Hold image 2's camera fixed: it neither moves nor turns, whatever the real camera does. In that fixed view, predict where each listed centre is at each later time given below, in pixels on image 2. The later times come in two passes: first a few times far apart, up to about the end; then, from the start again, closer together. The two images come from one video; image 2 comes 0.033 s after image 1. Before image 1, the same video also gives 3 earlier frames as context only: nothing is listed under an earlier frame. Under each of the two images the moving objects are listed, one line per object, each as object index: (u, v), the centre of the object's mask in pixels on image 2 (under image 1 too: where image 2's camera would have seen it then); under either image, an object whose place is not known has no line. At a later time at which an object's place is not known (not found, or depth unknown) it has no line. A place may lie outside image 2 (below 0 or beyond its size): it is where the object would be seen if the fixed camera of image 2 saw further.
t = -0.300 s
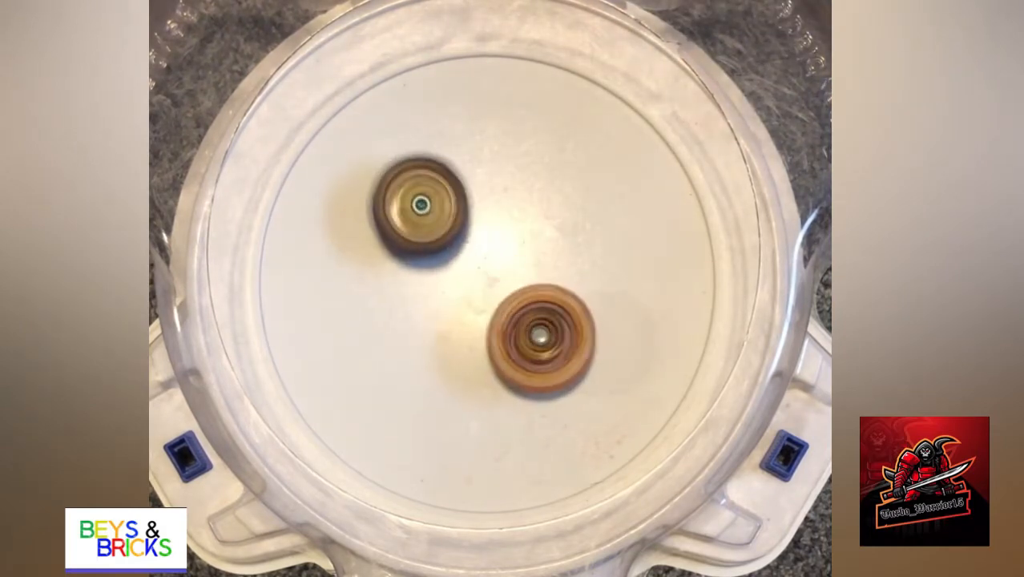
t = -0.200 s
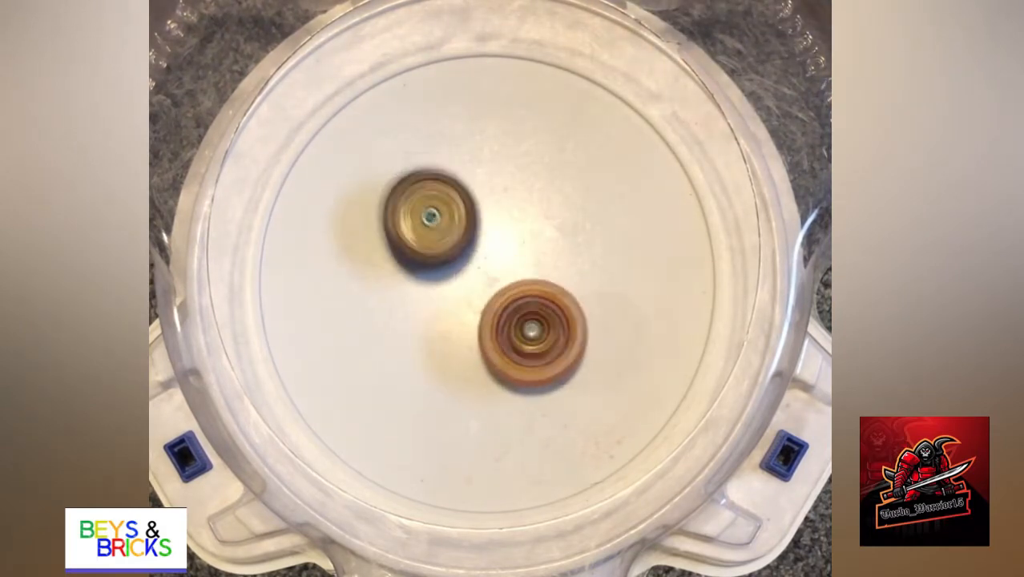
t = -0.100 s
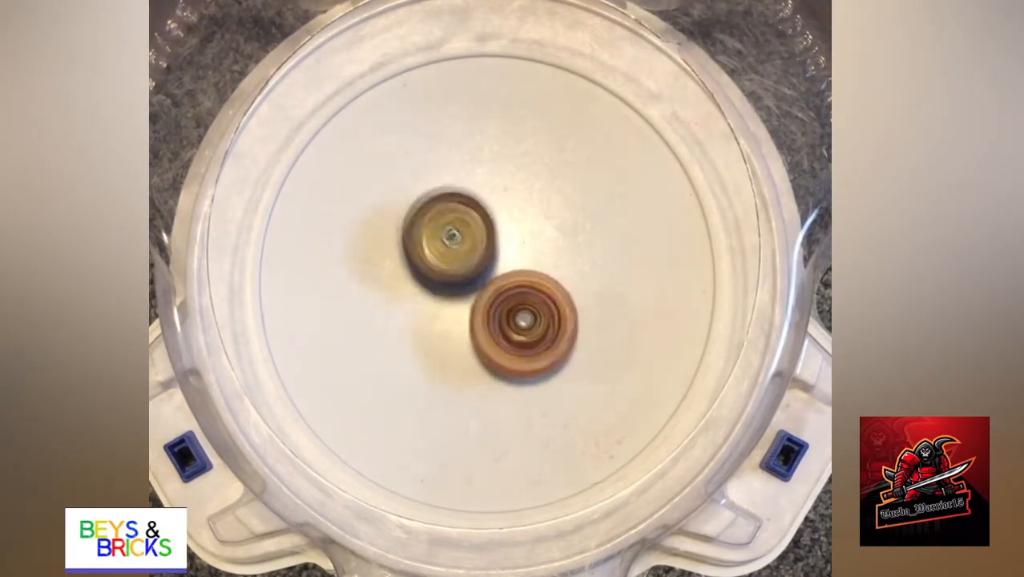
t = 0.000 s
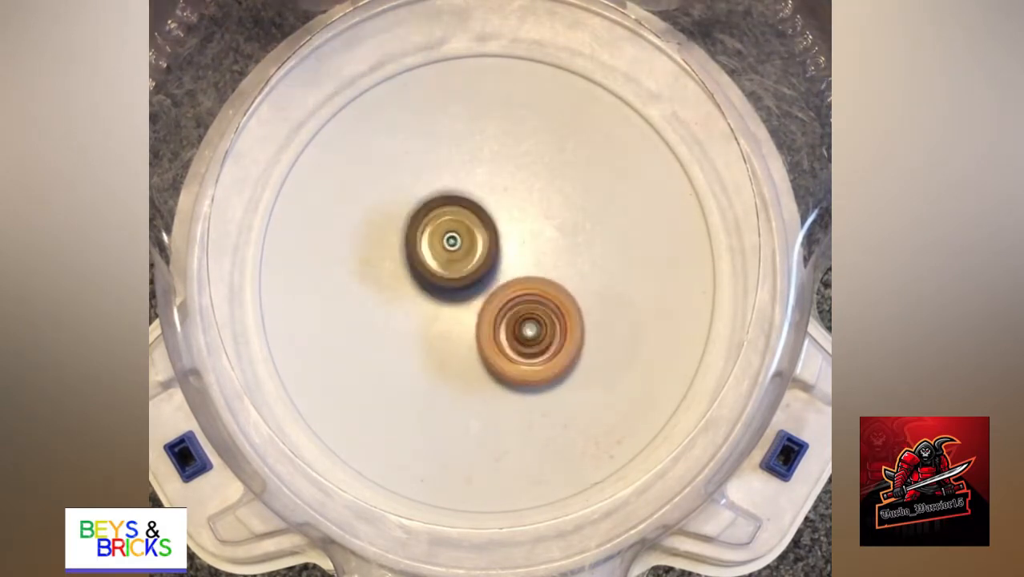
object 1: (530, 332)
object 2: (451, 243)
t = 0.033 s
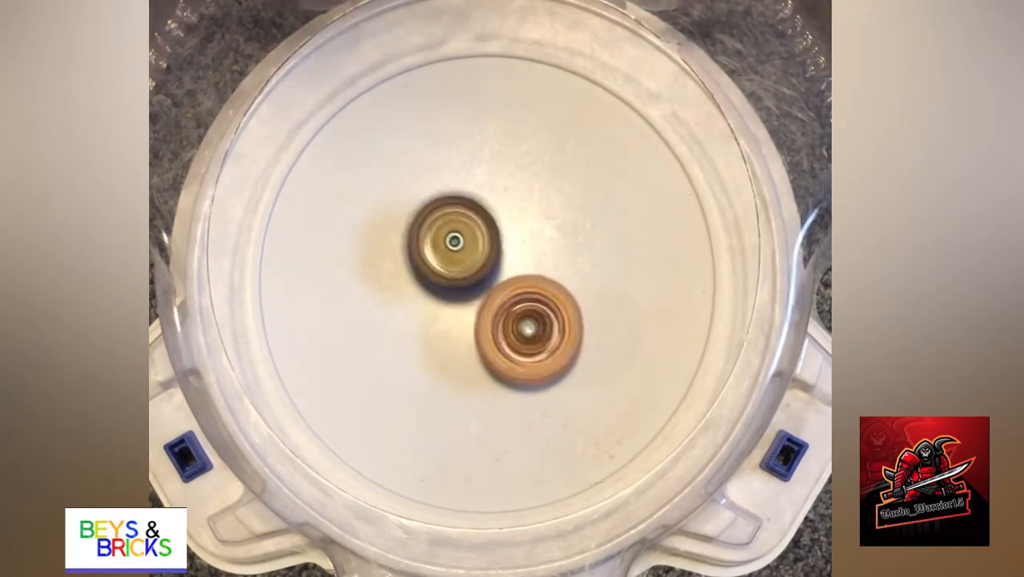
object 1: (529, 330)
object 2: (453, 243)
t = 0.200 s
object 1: (531, 324)
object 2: (458, 240)
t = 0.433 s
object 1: (532, 322)
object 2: (457, 228)
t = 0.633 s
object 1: (525, 317)
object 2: (458, 224)
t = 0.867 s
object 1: (524, 334)
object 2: (448, 200)
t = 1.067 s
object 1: (511, 325)
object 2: (455, 220)
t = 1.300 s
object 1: (514, 337)
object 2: (454, 213)
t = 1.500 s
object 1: (512, 325)
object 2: (465, 223)
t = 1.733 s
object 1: (514, 338)
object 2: (464, 215)
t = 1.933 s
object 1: (510, 334)
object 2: (473, 224)
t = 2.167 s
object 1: (511, 346)
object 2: (468, 207)
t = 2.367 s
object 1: (511, 332)
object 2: (477, 225)
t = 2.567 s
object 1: (510, 355)
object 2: (473, 197)
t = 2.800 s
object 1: (506, 347)
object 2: (479, 208)
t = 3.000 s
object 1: (506, 371)
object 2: (472, 211)
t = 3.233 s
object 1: (513, 356)
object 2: (481, 218)
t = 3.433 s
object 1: (523, 348)
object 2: (488, 236)
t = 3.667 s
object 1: (526, 360)
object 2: (469, 219)
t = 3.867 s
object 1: (523, 347)
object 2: (469, 226)
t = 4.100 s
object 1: (527, 333)
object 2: (470, 234)
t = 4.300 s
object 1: (532, 337)
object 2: (466, 238)
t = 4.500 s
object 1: (539, 323)
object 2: (460, 243)
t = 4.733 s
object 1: (550, 330)
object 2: (451, 232)
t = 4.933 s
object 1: (534, 322)
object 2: (457, 229)
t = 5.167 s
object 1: (535, 314)
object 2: (458, 243)
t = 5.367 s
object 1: (535, 312)
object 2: (447, 239)
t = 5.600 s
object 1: (535, 309)
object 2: (436, 244)
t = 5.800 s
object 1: (536, 300)
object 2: (433, 287)
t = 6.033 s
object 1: (523, 286)
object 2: (461, 338)
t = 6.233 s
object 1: (523, 286)
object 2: (507, 367)
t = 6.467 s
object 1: (523, 286)
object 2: (511, 368)
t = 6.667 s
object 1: (523, 286)
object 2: (505, 366)
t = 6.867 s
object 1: (523, 285)
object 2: (505, 366)
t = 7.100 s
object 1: (523, 285)
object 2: (506, 366)
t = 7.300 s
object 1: (523, 286)
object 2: (506, 366)
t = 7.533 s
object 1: (523, 286)
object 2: (505, 366)
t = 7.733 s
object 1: (523, 285)
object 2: (506, 366)
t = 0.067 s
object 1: (529, 327)
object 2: (454, 243)
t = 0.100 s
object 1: (529, 329)
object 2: (453, 242)
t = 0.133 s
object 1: (530, 327)
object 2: (454, 241)
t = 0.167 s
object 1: (531, 325)
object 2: (457, 241)
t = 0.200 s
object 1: (531, 324)
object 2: (458, 240)
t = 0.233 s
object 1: (533, 325)
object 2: (455, 237)
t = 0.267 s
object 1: (535, 326)
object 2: (454, 234)
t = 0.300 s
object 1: (536, 328)
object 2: (454, 231)
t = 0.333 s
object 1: (535, 327)
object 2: (454, 230)
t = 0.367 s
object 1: (534, 326)
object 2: (455, 230)
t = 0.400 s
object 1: (533, 323)
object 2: (456, 229)
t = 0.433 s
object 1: (532, 322)
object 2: (457, 228)
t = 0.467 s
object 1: (531, 319)
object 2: (457, 228)
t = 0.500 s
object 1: (528, 317)
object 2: (458, 229)
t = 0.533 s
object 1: (529, 317)
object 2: (456, 227)
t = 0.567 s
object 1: (528, 319)
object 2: (454, 226)
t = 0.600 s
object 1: (526, 319)
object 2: (456, 225)
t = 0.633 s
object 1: (525, 317)
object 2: (458, 224)
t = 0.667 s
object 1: (523, 316)
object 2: (459, 223)
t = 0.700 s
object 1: (526, 322)
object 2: (453, 215)
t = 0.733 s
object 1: (528, 328)
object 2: (449, 207)
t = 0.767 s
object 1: (528, 332)
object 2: (446, 202)
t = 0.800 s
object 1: (526, 333)
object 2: (447, 200)
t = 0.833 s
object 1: (526, 333)
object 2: (447, 200)
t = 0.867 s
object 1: (524, 334)
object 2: (448, 200)
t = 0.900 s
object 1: (523, 335)
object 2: (448, 202)
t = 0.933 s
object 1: (520, 334)
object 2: (449, 204)
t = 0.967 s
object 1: (518, 333)
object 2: (451, 208)
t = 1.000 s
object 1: (516, 331)
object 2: (452, 211)
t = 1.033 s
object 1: (513, 329)
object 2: (453, 216)
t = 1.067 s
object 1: (511, 325)
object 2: (455, 220)
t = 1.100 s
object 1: (510, 325)
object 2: (458, 225)
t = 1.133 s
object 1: (512, 332)
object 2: (454, 220)
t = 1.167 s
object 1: (513, 339)
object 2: (450, 215)
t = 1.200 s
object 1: (514, 340)
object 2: (450, 215)
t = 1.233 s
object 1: (513, 340)
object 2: (452, 214)
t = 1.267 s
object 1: (514, 337)
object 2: (453, 214)
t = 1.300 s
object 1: (514, 337)
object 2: (454, 213)
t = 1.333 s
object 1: (514, 335)
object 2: (455, 214)
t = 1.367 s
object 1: (513, 333)
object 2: (457, 215)
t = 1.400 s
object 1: (513, 330)
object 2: (459, 217)
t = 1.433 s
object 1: (512, 329)
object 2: (462, 220)
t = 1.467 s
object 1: (512, 326)
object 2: (464, 223)
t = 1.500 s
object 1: (512, 325)
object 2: (465, 223)
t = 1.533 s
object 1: (511, 327)
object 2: (465, 223)
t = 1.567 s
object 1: (511, 328)
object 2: (464, 223)
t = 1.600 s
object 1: (512, 333)
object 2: (462, 218)
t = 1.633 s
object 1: (511, 335)
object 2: (463, 217)
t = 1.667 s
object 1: (512, 336)
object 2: (465, 214)
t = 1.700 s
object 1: (512, 336)
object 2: (464, 214)
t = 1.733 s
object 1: (514, 338)
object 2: (464, 215)
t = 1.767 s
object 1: (513, 338)
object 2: (466, 217)
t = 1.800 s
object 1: (513, 338)
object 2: (469, 217)
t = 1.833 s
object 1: (512, 338)
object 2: (470, 217)
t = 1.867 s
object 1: (512, 337)
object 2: (470, 217)
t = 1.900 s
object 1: (510, 335)
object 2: (471, 221)
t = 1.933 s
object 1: (510, 334)
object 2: (473, 224)
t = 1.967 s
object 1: (509, 334)
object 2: (473, 225)
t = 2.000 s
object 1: (510, 344)
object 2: (468, 217)
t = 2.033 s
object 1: (510, 347)
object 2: (466, 208)
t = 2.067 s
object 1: (511, 348)
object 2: (465, 207)
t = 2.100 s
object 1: (510, 348)
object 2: (467, 206)
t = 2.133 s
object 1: (512, 347)
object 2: (467, 205)
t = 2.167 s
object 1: (511, 346)
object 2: (468, 207)
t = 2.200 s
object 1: (512, 345)
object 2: (470, 210)
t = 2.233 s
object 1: (510, 343)
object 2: (471, 211)
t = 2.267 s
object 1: (510, 339)
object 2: (471, 214)
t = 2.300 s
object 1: (510, 336)
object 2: (473, 218)
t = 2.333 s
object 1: (511, 333)
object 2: (475, 221)
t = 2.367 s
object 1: (511, 332)
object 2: (477, 225)
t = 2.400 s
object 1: (510, 334)
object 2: (475, 223)
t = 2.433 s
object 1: (508, 333)
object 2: (477, 225)
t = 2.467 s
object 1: (510, 335)
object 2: (477, 221)
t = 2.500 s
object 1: (511, 346)
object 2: (474, 210)
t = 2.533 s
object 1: (512, 353)
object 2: (473, 200)
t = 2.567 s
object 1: (510, 355)
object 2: (473, 197)
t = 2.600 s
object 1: (509, 353)
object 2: (473, 193)
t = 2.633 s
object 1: (509, 352)
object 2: (472, 194)
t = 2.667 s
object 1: (509, 352)
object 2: (473, 196)
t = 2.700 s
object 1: (510, 351)
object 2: (476, 199)
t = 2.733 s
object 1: (508, 350)
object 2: (479, 200)
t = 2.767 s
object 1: (508, 349)
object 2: (478, 203)
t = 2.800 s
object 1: (506, 347)
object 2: (479, 208)
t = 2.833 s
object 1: (505, 344)
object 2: (479, 213)
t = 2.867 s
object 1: (504, 342)
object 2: (480, 220)
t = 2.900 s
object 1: (504, 339)
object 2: (481, 226)
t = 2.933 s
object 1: (505, 352)
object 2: (476, 219)
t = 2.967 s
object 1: (507, 365)
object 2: (473, 211)
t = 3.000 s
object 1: (506, 371)
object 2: (472, 211)
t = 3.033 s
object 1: (504, 371)
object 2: (474, 211)
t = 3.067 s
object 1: (506, 368)
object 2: (476, 211)
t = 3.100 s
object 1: (508, 367)
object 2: (478, 210)
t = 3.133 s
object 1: (511, 365)
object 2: (479, 210)
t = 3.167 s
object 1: (512, 365)
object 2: (479, 211)
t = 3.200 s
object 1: (511, 361)
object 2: (479, 214)
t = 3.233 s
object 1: (513, 356)
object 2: (481, 218)
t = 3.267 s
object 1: (515, 354)
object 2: (483, 222)
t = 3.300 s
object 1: (518, 351)
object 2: (485, 226)
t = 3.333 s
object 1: (519, 349)
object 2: (488, 233)
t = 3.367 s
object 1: (521, 346)
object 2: (491, 238)
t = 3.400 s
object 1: (522, 346)
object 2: (491, 239)
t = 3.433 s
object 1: (523, 348)
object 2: (488, 236)
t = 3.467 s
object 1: (523, 348)
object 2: (486, 237)
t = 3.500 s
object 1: (522, 346)
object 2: (485, 239)
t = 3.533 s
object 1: (525, 348)
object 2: (483, 238)
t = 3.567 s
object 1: (526, 356)
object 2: (478, 231)
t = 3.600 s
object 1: (527, 358)
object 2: (476, 224)
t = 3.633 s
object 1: (527, 360)
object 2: (473, 219)
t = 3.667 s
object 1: (526, 360)
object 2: (469, 219)
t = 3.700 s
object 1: (526, 358)
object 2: (468, 220)
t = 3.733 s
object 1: (526, 356)
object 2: (468, 220)
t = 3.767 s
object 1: (525, 354)
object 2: (468, 223)
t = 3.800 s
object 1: (525, 353)
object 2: (469, 224)
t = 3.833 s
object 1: (523, 350)
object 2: (469, 225)
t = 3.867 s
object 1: (523, 347)
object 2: (469, 226)
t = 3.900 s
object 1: (523, 344)
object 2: (470, 227)
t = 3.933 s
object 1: (523, 340)
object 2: (471, 228)
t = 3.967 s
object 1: (524, 338)
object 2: (471, 231)
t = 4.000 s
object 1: (524, 336)
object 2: (471, 235)
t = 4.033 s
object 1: (526, 335)
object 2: (471, 235)
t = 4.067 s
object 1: (526, 334)
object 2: (469, 235)
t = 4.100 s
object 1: (527, 333)
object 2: (470, 234)
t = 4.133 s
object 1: (529, 333)
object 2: (471, 235)
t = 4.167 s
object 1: (528, 332)
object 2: (471, 238)
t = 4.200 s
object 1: (529, 331)
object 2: (473, 239)
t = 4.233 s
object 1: (532, 335)
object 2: (469, 235)
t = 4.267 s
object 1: (532, 337)
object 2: (467, 236)
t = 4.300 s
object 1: (532, 337)
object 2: (466, 238)
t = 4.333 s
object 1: (531, 336)
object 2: (465, 240)
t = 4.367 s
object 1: (530, 334)
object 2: (465, 241)
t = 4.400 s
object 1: (531, 329)
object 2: (465, 242)
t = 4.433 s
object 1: (532, 326)
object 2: (464, 243)
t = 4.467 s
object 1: (533, 323)
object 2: (464, 245)
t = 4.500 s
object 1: (539, 323)
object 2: (460, 243)
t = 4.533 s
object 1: (546, 327)
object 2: (451, 239)
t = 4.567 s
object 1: (549, 330)
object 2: (448, 234)
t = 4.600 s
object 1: (549, 332)
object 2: (445, 232)
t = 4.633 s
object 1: (549, 332)
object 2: (444, 233)
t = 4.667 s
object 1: (548, 332)
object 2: (445, 234)
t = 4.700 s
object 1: (548, 329)
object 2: (448, 234)
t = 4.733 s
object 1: (550, 330)
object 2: (451, 232)
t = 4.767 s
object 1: (549, 331)
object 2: (453, 229)
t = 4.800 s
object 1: (548, 331)
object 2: (455, 226)
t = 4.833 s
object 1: (546, 331)
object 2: (456, 225)
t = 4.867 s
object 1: (543, 331)
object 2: (455, 224)
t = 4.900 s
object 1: (538, 327)
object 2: (456, 226)
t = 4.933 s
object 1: (534, 322)
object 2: (457, 229)
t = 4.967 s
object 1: (533, 315)
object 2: (460, 233)
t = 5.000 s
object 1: (535, 308)
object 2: (463, 241)
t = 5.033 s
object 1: (540, 307)
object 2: (464, 241)
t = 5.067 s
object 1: (543, 314)
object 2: (457, 233)
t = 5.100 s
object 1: (542, 316)
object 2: (452, 235)
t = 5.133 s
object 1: (538, 317)
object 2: (452, 238)
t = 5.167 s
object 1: (535, 314)
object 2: (458, 243)
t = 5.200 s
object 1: (538, 318)
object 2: (454, 234)
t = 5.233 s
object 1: (539, 320)
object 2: (449, 230)
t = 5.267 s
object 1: (540, 320)
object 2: (445, 232)
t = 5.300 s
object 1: (542, 318)
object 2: (444, 233)
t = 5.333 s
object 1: (539, 316)
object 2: (445, 236)
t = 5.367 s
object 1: (535, 312)
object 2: (447, 239)
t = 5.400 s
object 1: (529, 308)
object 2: (445, 240)
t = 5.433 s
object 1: (529, 306)
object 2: (441, 239)
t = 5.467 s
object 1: (526, 305)
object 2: (440, 238)
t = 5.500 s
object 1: (526, 306)
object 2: (439, 238)
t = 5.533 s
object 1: (532, 307)
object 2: (433, 238)
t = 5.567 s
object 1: (534, 309)
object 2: (433, 240)
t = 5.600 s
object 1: (535, 309)
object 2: (436, 244)
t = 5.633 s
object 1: (534, 309)
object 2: (438, 248)
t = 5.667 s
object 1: (533, 307)
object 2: (441, 253)
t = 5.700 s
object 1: (535, 305)
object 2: (439, 261)
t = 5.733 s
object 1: (535, 304)
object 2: (436, 269)
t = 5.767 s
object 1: (536, 302)
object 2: (434, 275)
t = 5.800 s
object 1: (536, 300)
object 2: (433, 287)
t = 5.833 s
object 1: (534, 297)
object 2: (435, 296)
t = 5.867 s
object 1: (530, 294)
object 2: (437, 303)
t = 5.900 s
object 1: (526, 291)
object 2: (438, 311)
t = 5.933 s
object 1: (523, 290)
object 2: (439, 320)
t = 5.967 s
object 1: (522, 289)
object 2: (444, 328)
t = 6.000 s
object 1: (523, 286)
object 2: (452, 333)
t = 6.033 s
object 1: (523, 286)
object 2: (461, 338)
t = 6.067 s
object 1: (523, 287)
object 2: (468, 341)
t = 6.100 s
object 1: (523, 286)
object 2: (477, 348)
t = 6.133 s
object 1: (523, 286)
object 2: (486, 354)
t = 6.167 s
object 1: (523, 286)
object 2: (495, 359)
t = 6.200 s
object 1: (523, 286)
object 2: (502, 364)
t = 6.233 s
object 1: (523, 286)
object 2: (507, 367)
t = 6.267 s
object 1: (523, 286)
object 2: (510, 368)
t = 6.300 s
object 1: (523, 286)
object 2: (513, 369)
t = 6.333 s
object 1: (523, 286)
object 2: (515, 370)
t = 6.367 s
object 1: (523, 286)
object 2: (515, 370)
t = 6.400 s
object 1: (523, 286)
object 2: (515, 370)
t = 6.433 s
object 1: (523, 286)
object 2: (514, 369)
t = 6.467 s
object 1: (523, 286)
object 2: (511, 368)
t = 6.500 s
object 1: (523, 286)
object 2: (509, 367)
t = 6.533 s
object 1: (523, 285)
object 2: (507, 366)
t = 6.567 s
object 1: (523, 286)
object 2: (506, 366)
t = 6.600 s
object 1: (523, 286)
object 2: (505, 366)
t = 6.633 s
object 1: (523, 286)
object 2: (505, 366)
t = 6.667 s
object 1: (523, 286)
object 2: (505, 366)
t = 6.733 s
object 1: (523, 286)
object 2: (505, 366)
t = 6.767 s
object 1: (523, 286)
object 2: (505, 366)
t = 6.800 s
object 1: (523, 286)
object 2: (505, 366)
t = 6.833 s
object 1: (523, 286)
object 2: (505, 366)
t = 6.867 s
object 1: (523, 285)
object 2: (505, 366)
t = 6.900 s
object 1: (523, 285)
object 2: (505, 366)
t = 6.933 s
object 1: (523, 286)
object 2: (505, 366)
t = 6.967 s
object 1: (523, 285)
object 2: (505, 366)
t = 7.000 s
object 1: (523, 285)
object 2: (506, 366)
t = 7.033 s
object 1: (523, 285)
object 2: (506, 366)
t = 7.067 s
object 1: (523, 285)
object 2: (506, 366)
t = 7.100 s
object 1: (523, 285)
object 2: (506, 366)
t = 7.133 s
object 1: (523, 285)
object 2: (506, 366)
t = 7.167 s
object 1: (523, 285)
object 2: (506, 366)
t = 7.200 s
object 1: (523, 286)
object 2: (505, 366)
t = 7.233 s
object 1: (523, 286)
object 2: (505, 366)
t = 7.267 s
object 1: (523, 286)
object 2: (505, 366)
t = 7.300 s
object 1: (523, 286)
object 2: (506, 366)
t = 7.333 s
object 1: (523, 285)
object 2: (506, 366)
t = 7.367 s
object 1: (523, 285)
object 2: (506, 366)
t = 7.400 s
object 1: (523, 285)
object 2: (506, 366)
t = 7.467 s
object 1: (523, 286)
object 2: (506, 366)
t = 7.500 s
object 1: (523, 286)
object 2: (506, 366)
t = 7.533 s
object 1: (523, 286)
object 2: (505, 366)
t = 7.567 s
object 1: (523, 285)
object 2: (506, 366)
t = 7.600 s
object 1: (523, 285)
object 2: (506, 366)
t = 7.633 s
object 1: (523, 286)
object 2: (506, 366)
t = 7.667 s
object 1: (523, 286)
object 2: (506, 366)
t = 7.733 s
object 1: (523, 285)
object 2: (506, 366)
